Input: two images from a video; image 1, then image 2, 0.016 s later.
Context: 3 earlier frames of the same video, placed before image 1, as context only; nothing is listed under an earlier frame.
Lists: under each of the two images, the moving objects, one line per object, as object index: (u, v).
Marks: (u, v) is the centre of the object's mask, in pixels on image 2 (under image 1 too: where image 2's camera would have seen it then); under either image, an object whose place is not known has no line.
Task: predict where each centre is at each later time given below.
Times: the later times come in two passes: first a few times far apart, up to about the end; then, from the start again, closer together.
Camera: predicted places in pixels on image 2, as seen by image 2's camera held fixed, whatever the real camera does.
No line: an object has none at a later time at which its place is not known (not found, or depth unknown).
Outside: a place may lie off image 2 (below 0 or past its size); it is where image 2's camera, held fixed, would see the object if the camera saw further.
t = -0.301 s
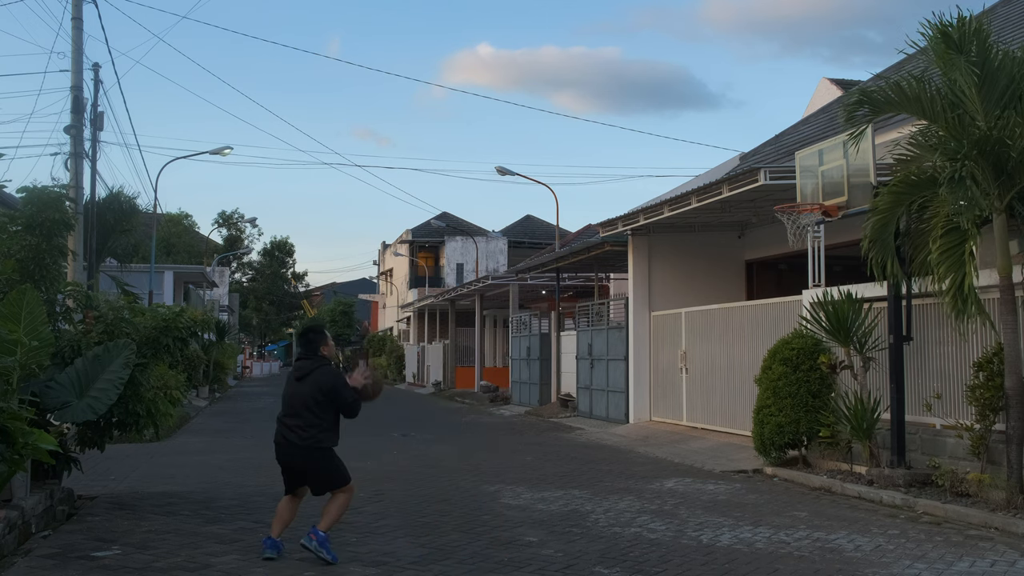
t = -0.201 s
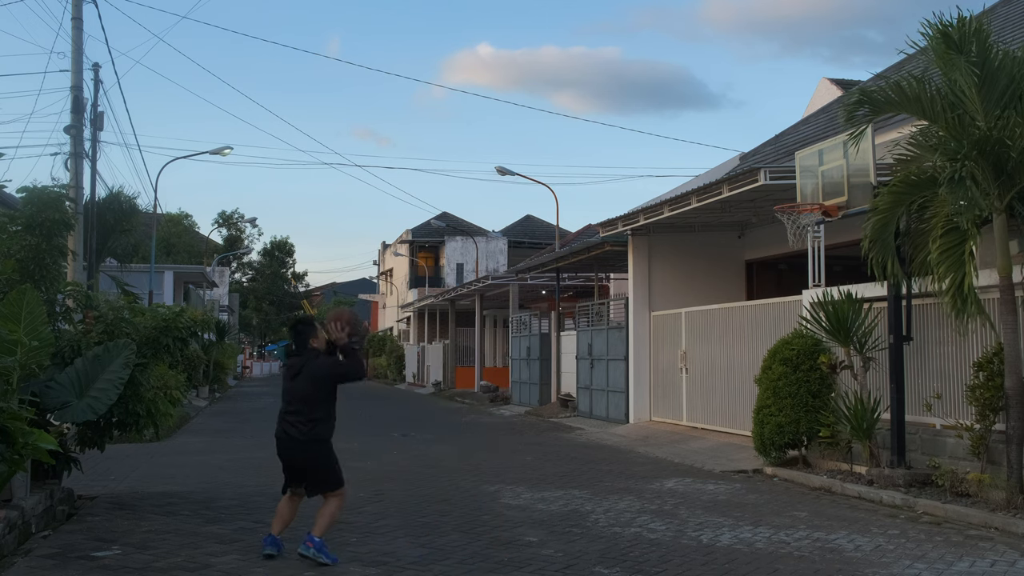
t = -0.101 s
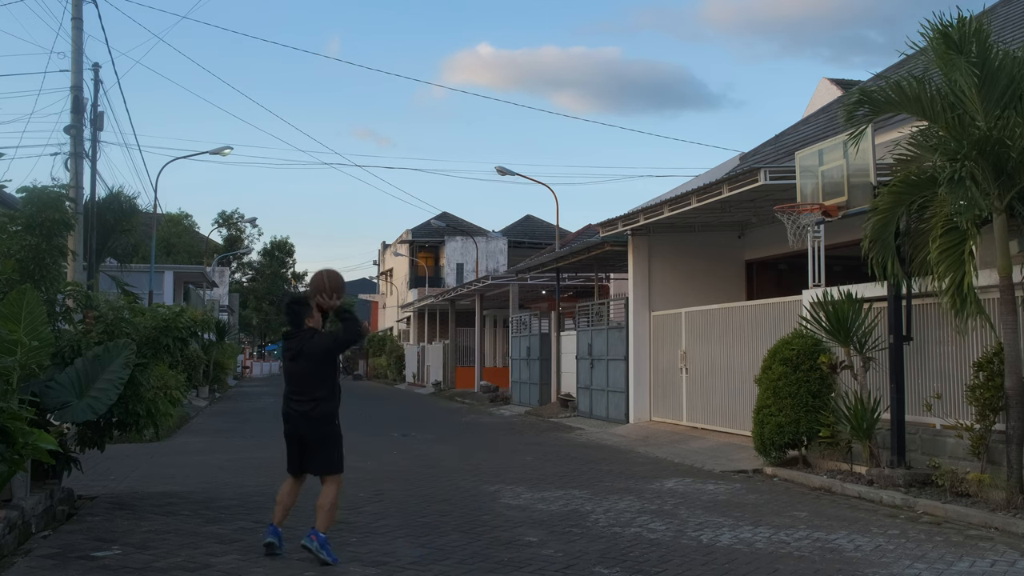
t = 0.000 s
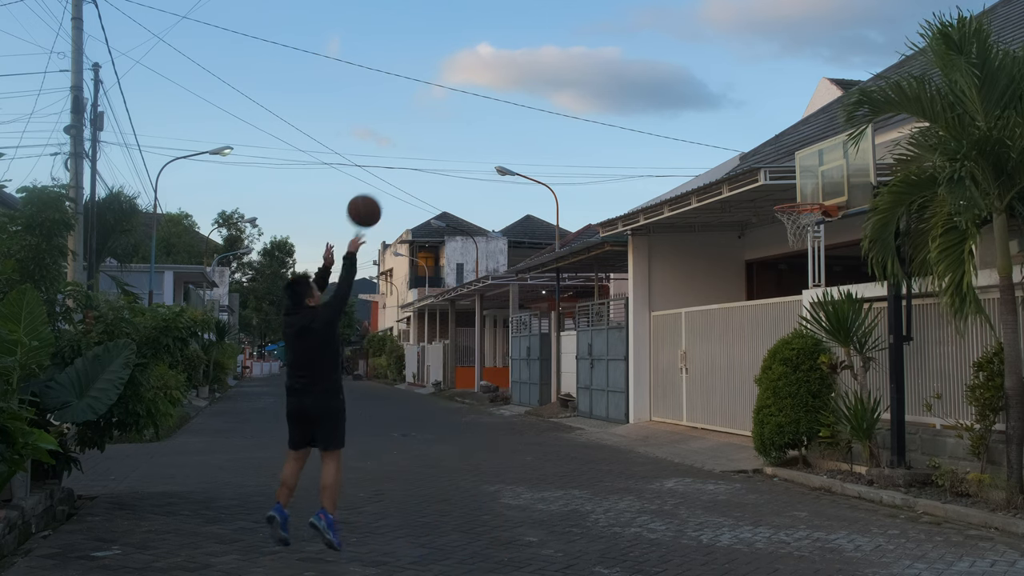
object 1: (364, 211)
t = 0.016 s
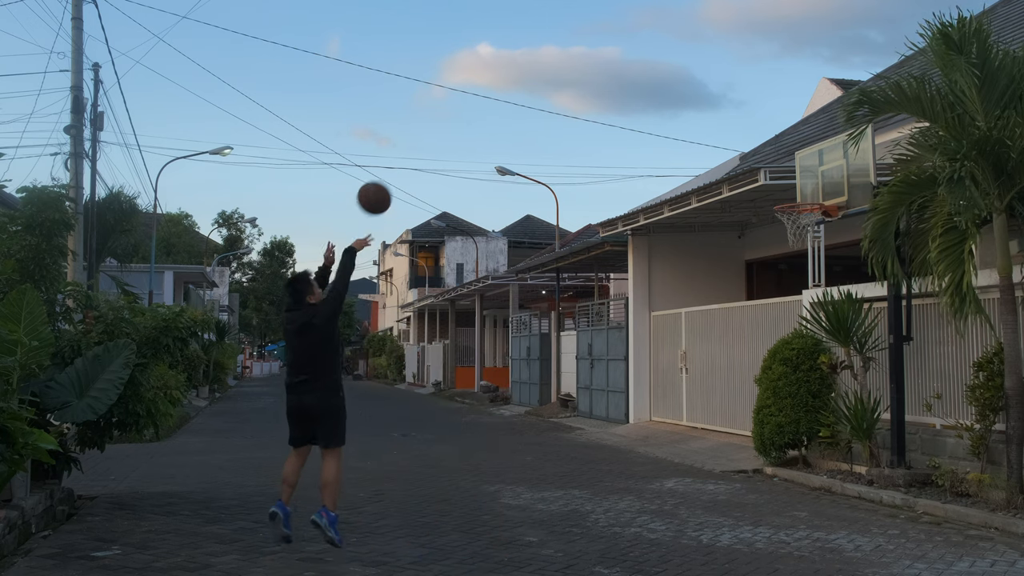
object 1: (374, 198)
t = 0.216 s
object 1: (484, 83)
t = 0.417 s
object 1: (574, 34)
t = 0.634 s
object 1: (657, 37)
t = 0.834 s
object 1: (725, 82)
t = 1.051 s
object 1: (792, 170)
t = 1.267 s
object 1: (809, 191)
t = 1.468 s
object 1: (795, 196)
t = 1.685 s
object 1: (813, 234)
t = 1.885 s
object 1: (830, 291)
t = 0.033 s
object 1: (384, 185)
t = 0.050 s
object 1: (394, 173)
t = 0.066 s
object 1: (403, 162)
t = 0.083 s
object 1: (413, 151)
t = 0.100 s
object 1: (422, 141)
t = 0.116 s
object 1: (432, 131)
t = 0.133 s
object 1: (441, 122)
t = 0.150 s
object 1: (450, 114)
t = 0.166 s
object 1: (459, 106)
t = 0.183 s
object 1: (467, 98)
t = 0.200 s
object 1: (476, 90)
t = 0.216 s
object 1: (484, 83)
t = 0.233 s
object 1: (492, 77)
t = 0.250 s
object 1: (500, 71)
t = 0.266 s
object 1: (508, 66)
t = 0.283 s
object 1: (516, 61)
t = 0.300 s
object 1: (523, 56)
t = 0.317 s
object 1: (531, 52)
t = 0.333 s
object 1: (538, 48)
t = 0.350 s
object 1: (546, 44)
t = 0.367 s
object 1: (553, 41)
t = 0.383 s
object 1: (560, 38)
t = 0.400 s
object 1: (567, 36)
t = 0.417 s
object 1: (574, 34)
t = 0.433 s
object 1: (581, 32)
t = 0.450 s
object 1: (588, 31)
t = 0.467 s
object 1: (594, 30)
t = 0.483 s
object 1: (601, 29)
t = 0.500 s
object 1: (607, 29)
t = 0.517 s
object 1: (614, 29)
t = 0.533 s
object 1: (620, 29)
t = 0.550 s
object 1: (626, 30)
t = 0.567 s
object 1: (633, 30)
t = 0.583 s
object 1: (639, 32)
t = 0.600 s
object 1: (645, 33)
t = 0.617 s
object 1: (651, 35)
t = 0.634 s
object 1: (657, 37)
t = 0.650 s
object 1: (663, 39)
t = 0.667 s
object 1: (669, 42)
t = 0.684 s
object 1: (675, 44)
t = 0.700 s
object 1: (681, 48)
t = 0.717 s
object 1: (686, 51)
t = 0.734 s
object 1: (692, 55)
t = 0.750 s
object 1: (698, 59)
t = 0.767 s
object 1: (703, 63)
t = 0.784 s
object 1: (709, 67)
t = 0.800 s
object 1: (714, 72)
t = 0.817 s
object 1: (720, 77)
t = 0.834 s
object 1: (725, 82)
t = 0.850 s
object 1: (731, 87)
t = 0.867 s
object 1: (736, 93)
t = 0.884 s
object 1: (741, 99)
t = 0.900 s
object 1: (746, 105)
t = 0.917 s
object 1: (751, 111)
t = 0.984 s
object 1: (772, 139)
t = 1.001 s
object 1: (778, 147)
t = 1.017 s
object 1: (783, 155)
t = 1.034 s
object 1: (787, 163)
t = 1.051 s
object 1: (792, 170)
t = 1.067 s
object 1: (797, 179)
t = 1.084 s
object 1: (802, 188)
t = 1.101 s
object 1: (806, 195)
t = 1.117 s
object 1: (810, 198)
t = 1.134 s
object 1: (803, 199)
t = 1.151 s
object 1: (795, 198)
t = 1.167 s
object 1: (788, 199)
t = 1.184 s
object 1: (788, 199)
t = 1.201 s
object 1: (792, 197)
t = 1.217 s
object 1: (796, 196)
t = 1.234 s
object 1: (800, 194)
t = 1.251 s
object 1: (805, 192)
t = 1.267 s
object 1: (809, 191)
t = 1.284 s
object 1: (813, 190)
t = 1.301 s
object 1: (817, 189)
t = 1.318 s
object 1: (821, 188)
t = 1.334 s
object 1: (821, 187)
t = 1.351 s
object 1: (819, 188)
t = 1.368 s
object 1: (815, 189)
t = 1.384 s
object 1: (812, 190)
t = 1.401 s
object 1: (809, 191)
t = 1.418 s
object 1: (805, 193)
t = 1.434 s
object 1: (802, 194)
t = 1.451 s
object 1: (799, 195)
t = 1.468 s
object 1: (795, 196)
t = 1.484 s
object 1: (792, 198)
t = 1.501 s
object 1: (789, 199)
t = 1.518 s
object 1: (785, 200)
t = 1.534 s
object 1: (787, 201)
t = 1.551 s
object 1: (790, 202)
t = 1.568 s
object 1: (792, 203)
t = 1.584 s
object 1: (793, 209)
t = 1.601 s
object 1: (798, 209)
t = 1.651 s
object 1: (808, 228)
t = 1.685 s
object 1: (813, 234)
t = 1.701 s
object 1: (814, 239)
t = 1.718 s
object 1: (815, 241)
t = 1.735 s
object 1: (815, 243)
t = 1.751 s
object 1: (816, 248)
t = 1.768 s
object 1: (818, 252)
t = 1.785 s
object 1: (820, 257)
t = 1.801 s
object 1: (821, 262)
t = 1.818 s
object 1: (823, 267)
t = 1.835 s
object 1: (826, 273)
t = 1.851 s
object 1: (827, 278)
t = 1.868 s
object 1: (828, 285)
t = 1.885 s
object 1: (830, 291)
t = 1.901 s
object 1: (831, 298)
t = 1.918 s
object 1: (832, 303)
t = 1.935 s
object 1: (835, 312)
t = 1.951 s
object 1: (835, 319)
